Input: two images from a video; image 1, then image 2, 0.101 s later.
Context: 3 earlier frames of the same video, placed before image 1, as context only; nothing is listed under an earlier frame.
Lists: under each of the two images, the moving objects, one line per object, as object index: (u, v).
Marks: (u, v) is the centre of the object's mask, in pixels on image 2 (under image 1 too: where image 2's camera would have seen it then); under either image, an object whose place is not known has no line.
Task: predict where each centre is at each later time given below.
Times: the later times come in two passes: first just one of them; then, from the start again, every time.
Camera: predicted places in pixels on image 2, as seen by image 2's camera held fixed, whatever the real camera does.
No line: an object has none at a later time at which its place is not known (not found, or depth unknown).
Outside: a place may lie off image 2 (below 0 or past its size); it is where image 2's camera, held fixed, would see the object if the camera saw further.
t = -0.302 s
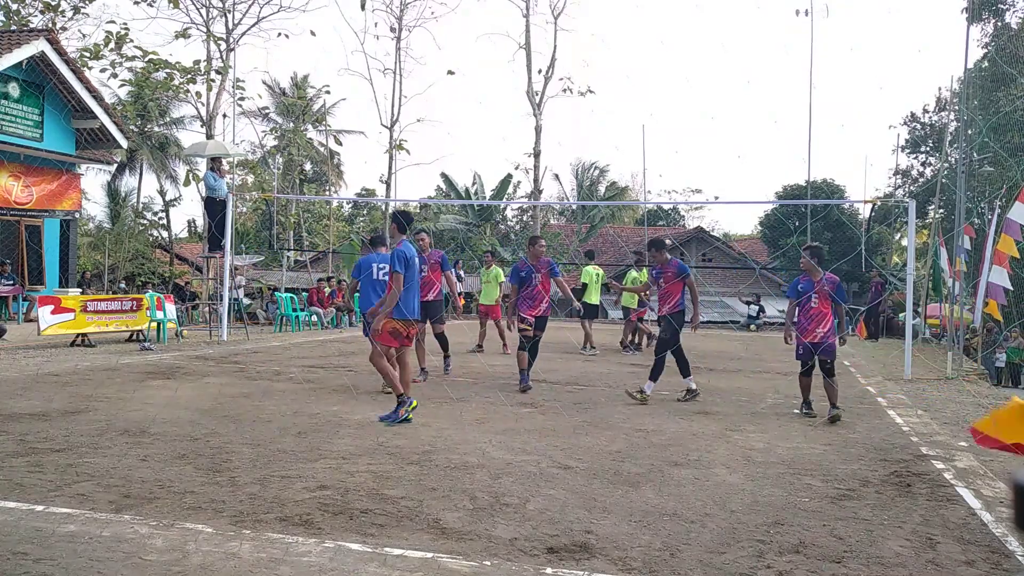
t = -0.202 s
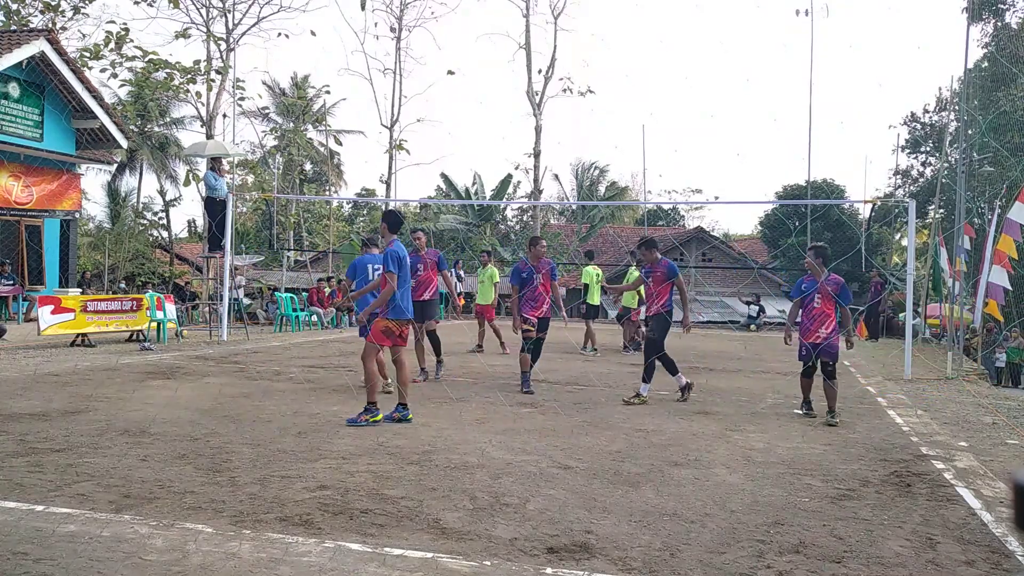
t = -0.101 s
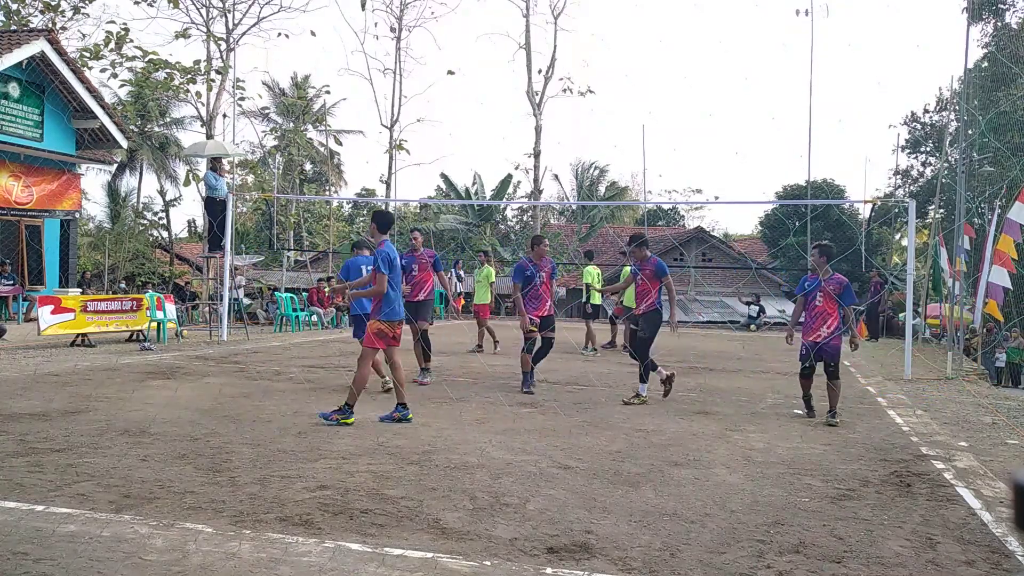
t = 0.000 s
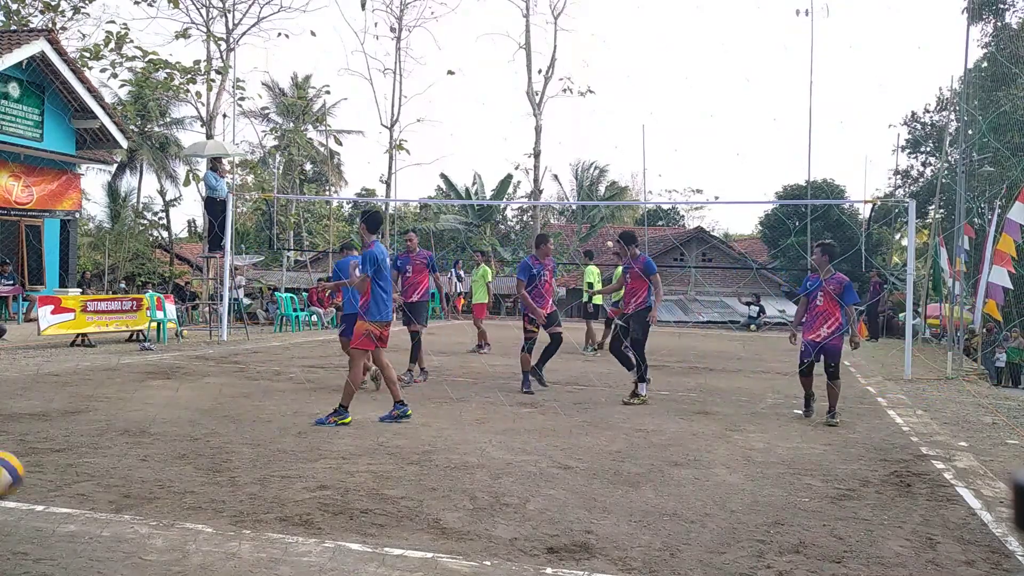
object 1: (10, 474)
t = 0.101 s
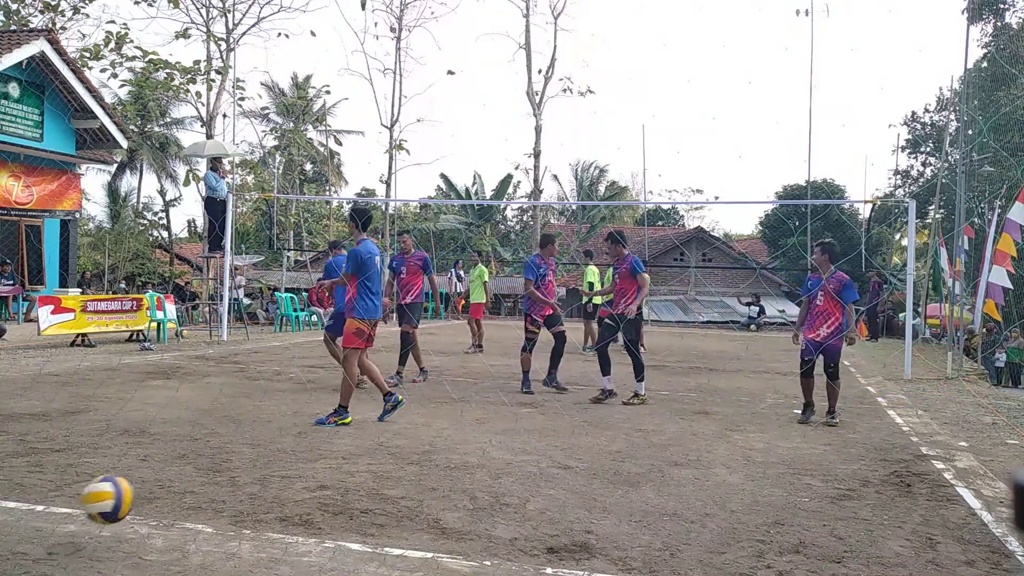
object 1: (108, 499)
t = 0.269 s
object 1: (278, 432)
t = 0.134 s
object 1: (141, 481)
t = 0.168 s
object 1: (172, 466)
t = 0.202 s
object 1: (207, 452)
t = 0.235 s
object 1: (242, 440)
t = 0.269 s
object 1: (278, 432)
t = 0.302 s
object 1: (315, 426)
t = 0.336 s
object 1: (353, 422)
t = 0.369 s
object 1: (393, 420)
